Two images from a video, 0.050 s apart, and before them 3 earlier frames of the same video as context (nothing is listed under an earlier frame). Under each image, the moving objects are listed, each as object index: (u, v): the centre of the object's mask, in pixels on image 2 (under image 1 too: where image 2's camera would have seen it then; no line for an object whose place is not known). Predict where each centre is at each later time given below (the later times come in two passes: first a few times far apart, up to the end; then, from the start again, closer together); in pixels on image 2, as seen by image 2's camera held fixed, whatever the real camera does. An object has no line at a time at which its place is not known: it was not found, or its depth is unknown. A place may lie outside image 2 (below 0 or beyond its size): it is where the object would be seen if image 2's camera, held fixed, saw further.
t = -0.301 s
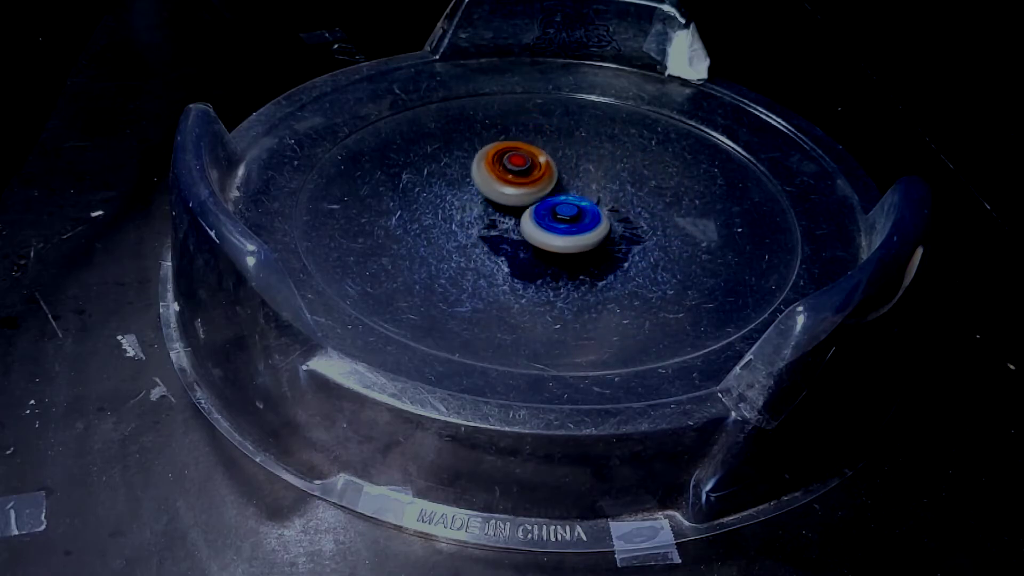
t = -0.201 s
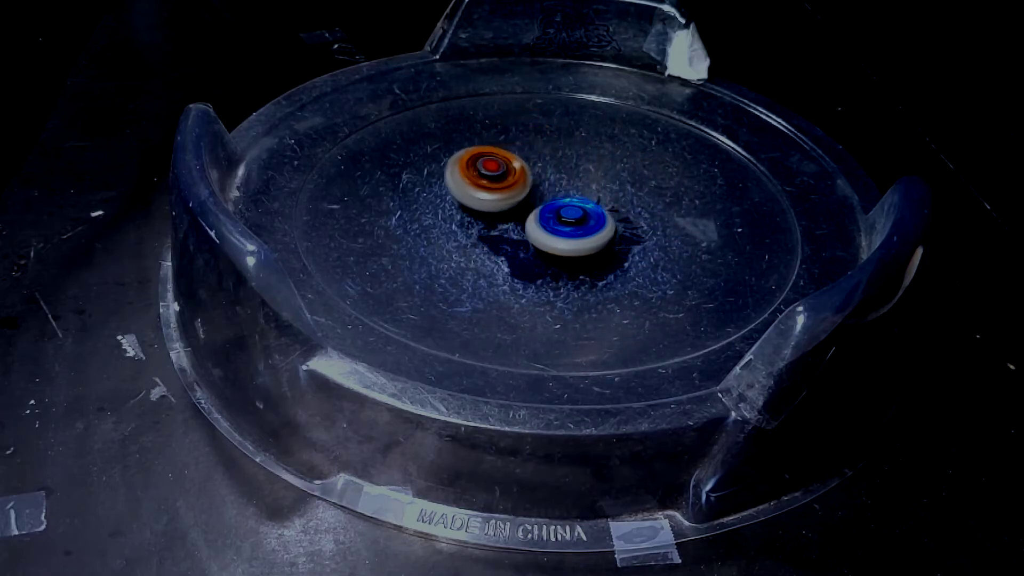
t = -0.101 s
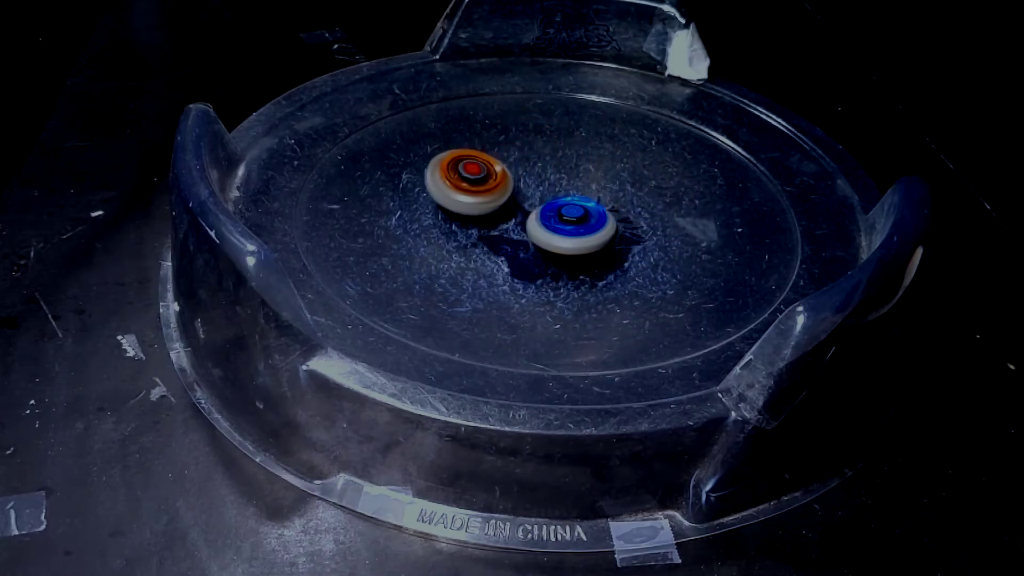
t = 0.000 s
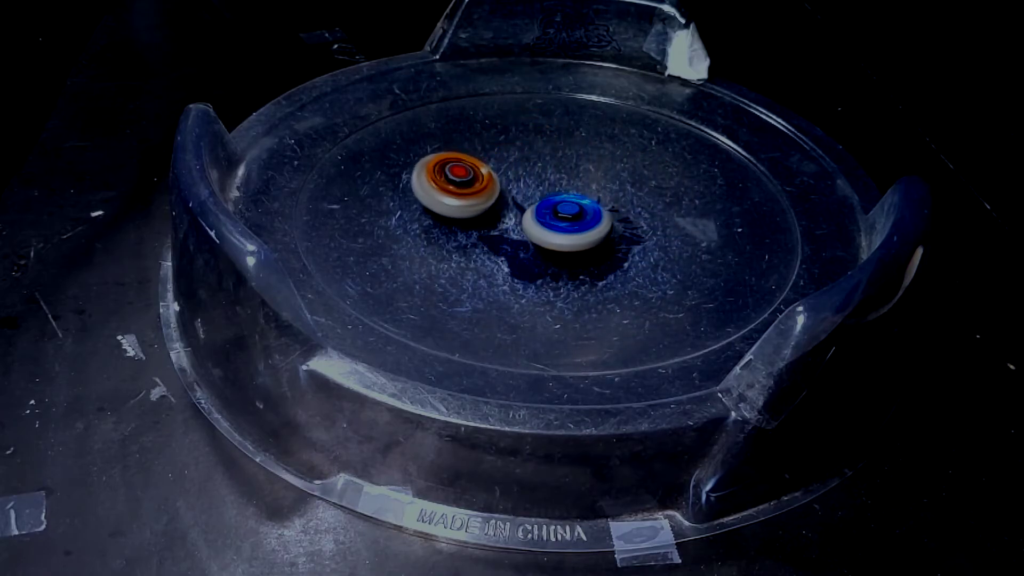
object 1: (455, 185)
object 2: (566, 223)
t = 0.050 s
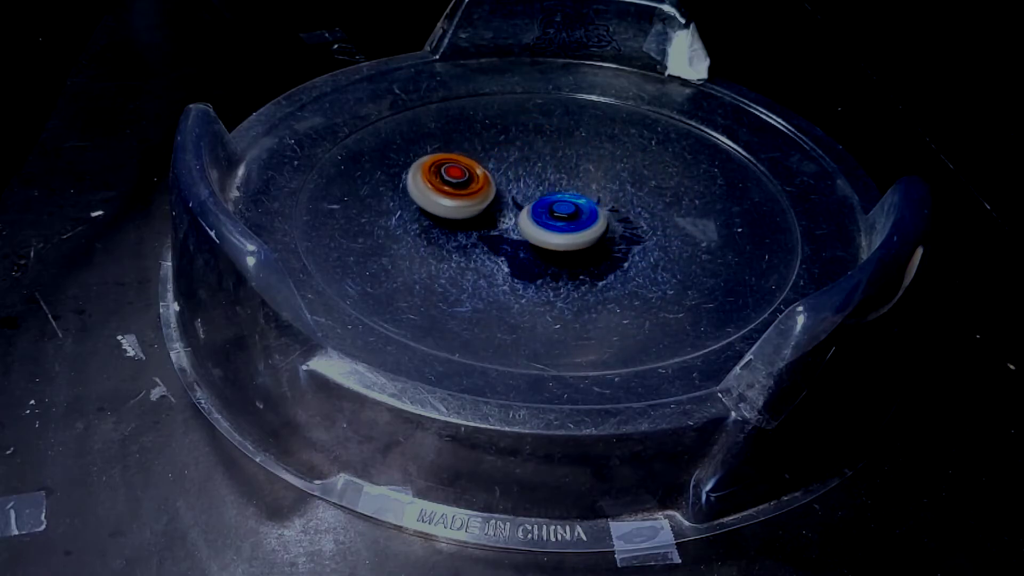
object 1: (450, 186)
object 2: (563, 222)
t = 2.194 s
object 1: (601, 261)
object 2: (488, 202)
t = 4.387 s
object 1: (458, 187)
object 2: (557, 222)
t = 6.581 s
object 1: (577, 239)
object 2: (494, 200)
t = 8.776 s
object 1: (470, 196)
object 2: (568, 227)
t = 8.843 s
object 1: (474, 203)
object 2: (568, 224)
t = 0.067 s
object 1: (449, 186)
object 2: (561, 222)
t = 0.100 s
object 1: (447, 187)
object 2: (559, 222)
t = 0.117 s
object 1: (446, 188)
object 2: (558, 222)
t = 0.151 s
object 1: (445, 189)
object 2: (556, 222)
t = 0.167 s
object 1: (445, 190)
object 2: (555, 221)
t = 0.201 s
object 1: (445, 192)
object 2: (553, 221)
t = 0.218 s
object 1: (445, 193)
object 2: (552, 221)
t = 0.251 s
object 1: (446, 194)
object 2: (550, 221)
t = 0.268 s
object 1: (447, 196)
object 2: (548, 222)
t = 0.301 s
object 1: (449, 198)
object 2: (546, 222)
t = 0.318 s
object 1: (449, 199)
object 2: (545, 222)
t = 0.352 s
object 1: (451, 202)
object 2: (543, 222)
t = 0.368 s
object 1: (452, 204)
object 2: (543, 222)
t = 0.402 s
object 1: (430, 200)
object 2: (566, 225)
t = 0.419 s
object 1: (420, 198)
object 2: (582, 227)
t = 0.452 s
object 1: (407, 195)
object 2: (603, 228)
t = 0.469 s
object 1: (403, 195)
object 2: (610, 228)
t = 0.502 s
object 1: (400, 194)
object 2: (617, 226)
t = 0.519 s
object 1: (399, 193)
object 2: (620, 225)
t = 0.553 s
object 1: (400, 193)
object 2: (620, 223)
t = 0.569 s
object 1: (401, 193)
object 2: (621, 221)
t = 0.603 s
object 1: (405, 193)
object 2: (620, 219)
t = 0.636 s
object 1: (410, 193)
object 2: (618, 215)
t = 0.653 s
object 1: (413, 194)
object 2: (616, 214)
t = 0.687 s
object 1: (421, 195)
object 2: (613, 212)
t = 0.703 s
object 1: (425, 196)
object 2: (612, 210)
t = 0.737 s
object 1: (434, 199)
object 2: (608, 208)
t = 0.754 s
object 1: (438, 200)
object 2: (606, 207)
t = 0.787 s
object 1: (447, 203)
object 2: (602, 205)
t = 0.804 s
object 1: (452, 205)
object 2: (600, 205)
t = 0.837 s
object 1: (461, 209)
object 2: (595, 203)
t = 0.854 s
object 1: (465, 211)
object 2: (593, 203)
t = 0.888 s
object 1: (474, 215)
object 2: (588, 202)
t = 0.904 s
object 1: (478, 217)
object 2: (585, 202)
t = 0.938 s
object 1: (486, 222)
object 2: (581, 201)
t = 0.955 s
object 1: (490, 224)
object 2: (578, 201)
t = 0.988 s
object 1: (498, 229)
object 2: (573, 201)
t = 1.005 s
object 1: (501, 231)
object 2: (570, 201)
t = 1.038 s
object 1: (506, 236)
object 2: (567, 199)
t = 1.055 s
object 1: (504, 240)
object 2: (569, 197)
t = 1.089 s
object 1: (504, 245)
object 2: (572, 194)
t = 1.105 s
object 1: (505, 247)
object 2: (571, 193)
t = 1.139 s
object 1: (507, 251)
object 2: (568, 192)
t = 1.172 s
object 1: (508, 254)
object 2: (565, 192)
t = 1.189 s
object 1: (509, 255)
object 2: (563, 192)
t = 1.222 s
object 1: (510, 257)
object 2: (559, 193)
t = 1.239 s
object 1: (512, 259)
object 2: (557, 193)
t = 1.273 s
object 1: (514, 260)
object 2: (553, 193)
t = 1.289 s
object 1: (515, 261)
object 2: (551, 193)
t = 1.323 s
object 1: (518, 262)
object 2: (548, 194)
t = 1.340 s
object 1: (519, 263)
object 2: (547, 194)
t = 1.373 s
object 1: (522, 264)
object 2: (544, 195)
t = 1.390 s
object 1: (524, 264)
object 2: (542, 196)
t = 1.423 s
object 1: (527, 264)
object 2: (539, 197)
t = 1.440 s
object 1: (528, 264)
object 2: (538, 198)
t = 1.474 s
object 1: (532, 264)
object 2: (535, 200)
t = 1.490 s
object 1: (534, 264)
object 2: (533, 201)
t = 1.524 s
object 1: (537, 264)
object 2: (531, 202)
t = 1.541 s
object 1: (539, 263)
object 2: (530, 203)
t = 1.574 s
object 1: (543, 263)
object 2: (528, 205)
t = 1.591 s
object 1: (545, 262)
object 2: (527, 205)
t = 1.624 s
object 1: (549, 261)
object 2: (525, 207)
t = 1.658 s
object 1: (553, 260)
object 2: (523, 209)
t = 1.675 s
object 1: (556, 260)
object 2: (523, 210)
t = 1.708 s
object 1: (560, 258)
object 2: (522, 211)
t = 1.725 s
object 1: (563, 258)
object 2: (522, 211)
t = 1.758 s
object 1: (580, 267)
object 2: (514, 200)
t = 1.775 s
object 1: (587, 270)
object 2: (511, 195)
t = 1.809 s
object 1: (597, 273)
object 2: (506, 190)
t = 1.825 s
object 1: (601, 274)
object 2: (504, 189)
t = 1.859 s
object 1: (605, 275)
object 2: (500, 188)
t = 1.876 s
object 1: (606, 275)
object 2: (498, 188)
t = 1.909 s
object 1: (606, 275)
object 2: (495, 189)
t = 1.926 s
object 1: (606, 276)
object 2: (493, 190)
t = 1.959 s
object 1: (606, 276)
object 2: (491, 191)
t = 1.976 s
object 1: (606, 276)
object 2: (490, 192)
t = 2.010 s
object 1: (606, 275)
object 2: (489, 194)
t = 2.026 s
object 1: (605, 275)
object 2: (489, 195)
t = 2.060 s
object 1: (605, 273)
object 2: (488, 196)
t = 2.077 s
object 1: (604, 272)
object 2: (488, 197)
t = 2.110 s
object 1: (603, 269)
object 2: (488, 199)
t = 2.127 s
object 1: (603, 268)
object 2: (488, 199)
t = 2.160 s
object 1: (602, 265)
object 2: (488, 201)
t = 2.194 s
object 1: (601, 261)
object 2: (488, 202)
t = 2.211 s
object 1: (600, 260)
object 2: (489, 203)
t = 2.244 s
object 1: (600, 256)
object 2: (490, 205)
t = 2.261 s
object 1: (600, 254)
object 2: (491, 207)
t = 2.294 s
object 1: (600, 249)
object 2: (494, 209)
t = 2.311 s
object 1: (600, 247)
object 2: (496, 210)
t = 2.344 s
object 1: (600, 243)
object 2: (500, 212)
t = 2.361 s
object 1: (601, 240)
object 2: (502, 213)
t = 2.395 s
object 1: (601, 235)
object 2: (506, 214)
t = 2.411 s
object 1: (602, 233)
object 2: (509, 215)
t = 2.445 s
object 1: (605, 228)
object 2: (511, 215)
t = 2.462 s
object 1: (609, 226)
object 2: (511, 214)
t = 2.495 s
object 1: (615, 222)
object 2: (511, 214)
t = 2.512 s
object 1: (617, 219)
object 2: (512, 213)
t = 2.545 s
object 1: (619, 215)
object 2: (514, 213)
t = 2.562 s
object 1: (620, 214)
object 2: (515, 213)
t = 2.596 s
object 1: (622, 210)
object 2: (518, 213)
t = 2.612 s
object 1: (623, 208)
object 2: (520, 213)
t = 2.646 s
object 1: (624, 205)
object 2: (523, 212)
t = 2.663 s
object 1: (625, 203)
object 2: (525, 212)
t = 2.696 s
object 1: (625, 200)
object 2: (529, 212)
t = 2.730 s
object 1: (626, 197)
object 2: (533, 211)
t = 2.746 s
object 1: (625, 196)
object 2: (534, 211)
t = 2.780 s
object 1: (625, 194)
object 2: (537, 209)
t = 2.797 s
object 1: (625, 193)
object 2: (538, 209)
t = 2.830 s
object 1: (627, 189)
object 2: (536, 209)
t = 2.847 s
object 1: (630, 187)
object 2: (533, 208)
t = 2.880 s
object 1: (633, 184)
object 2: (530, 208)
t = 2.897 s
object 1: (634, 183)
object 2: (529, 207)
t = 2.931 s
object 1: (634, 181)
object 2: (528, 206)
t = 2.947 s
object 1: (634, 181)
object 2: (527, 206)
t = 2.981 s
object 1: (633, 180)
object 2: (527, 205)
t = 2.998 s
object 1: (632, 179)
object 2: (526, 205)
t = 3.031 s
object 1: (630, 179)
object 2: (526, 205)
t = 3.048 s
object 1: (629, 179)
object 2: (525, 205)
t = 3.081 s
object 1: (626, 179)
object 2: (525, 205)
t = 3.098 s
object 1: (624, 179)
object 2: (524, 206)
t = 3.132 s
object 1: (620, 179)
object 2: (524, 206)
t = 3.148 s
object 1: (618, 178)
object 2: (523, 207)
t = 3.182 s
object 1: (613, 179)
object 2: (523, 208)
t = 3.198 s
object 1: (610, 179)
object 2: (524, 209)
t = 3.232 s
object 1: (604, 179)
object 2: (525, 210)
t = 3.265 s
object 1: (598, 179)
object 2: (526, 212)
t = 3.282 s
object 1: (597, 178)
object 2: (525, 213)
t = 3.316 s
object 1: (605, 170)
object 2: (508, 222)
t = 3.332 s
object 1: (607, 168)
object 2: (503, 225)
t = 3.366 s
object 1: (607, 165)
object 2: (498, 230)
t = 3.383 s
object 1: (607, 165)
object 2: (497, 231)
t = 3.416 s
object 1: (605, 165)
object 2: (497, 234)
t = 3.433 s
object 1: (604, 165)
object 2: (497, 235)
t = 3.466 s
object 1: (602, 166)
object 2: (500, 237)
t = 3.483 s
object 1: (601, 166)
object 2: (501, 239)
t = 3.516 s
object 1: (598, 168)
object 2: (504, 240)
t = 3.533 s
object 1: (596, 169)
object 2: (506, 241)
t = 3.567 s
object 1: (592, 171)
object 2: (510, 243)
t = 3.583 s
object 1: (590, 172)
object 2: (511, 243)
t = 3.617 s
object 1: (583, 173)
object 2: (514, 244)
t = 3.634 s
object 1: (580, 174)
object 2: (516, 244)
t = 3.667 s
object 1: (574, 176)
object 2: (519, 244)
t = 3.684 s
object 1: (571, 177)
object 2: (521, 244)
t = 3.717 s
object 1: (564, 179)
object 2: (523, 244)
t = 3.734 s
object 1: (560, 179)
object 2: (524, 244)
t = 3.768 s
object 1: (553, 181)
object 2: (527, 244)
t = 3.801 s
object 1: (546, 182)
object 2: (529, 243)
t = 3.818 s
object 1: (542, 182)
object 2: (530, 243)
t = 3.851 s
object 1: (535, 183)
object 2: (532, 242)
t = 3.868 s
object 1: (531, 184)
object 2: (534, 242)
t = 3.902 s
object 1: (524, 184)
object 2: (536, 241)
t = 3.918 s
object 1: (520, 184)
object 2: (538, 240)
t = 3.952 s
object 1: (512, 186)
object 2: (540, 239)
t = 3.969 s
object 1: (509, 186)
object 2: (541, 239)
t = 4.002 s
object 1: (503, 187)
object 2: (543, 237)
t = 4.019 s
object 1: (499, 188)
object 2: (545, 237)
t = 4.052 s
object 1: (492, 186)
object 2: (549, 239)
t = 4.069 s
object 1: (489, 185)
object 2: (551, 239)
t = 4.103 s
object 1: (482, 184)
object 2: (553, 238)
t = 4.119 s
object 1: (479, 183)
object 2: (554, 238)
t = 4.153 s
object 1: (475, 183)
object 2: (555, 236)
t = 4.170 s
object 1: (473, 183)
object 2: (556, 235)
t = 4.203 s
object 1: (469, 183)
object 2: (557, 234)
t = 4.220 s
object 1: (467, 183)
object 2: (557, 233)
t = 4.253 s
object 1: (464, 184)
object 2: (558, 231)
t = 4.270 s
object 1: (463, 184)
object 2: (558, 230)
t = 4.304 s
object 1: (461, 185)
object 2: (559, 227)
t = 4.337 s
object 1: (459, 185)
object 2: (558, 226)
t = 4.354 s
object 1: (459, 186)
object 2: (558, 224)
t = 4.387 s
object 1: (458, 187)
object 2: (557, 222)
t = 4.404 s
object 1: (458, 188)
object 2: (556, 221)
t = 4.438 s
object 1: (457, 189)
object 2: (554, 219)
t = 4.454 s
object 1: (457, 190)
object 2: (553, 218)
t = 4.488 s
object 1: (457, 191)
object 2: (551, 217)
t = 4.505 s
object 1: (458, 192)
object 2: (550, 216)
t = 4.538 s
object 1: (458, 194)
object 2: (547, 215)
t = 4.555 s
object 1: (452, 193)
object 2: (552, 215)
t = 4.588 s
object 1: (440, 191)
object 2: (565, 217)
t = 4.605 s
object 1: (437, 191)
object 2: (569, 217)
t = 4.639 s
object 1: (435, 192)
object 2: (573, 216)
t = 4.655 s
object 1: (435, 192)
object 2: (574, 216)
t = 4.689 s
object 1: (436, 193)
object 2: (575, 214)
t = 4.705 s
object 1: (436, 194)
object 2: (576, 214)
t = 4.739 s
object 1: (438, 195)
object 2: (576, 212)
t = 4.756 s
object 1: (438, 195)
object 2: (576, 211)
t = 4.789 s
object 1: (441, 197)
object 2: (576, 210)
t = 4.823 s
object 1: (444, 199)
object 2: (575, 209)
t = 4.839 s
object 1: (446, 200)
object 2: (575, 208)
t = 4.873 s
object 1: (450, 203)
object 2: (574, 207)
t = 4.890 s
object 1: (452, 204)
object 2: (574, 207)
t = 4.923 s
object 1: (457, 207)
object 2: (573, 206)
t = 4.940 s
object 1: (460, 208)
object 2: (572, 206)
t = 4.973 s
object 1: (465, 211)
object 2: (571, 205)
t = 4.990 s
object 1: (468, 212)
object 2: (570, 204)
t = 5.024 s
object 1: (474, 215)
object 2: (569, 204)
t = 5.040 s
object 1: (476, 217)
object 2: (568, 203)
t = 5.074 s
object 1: (483, 220)
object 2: (566, 203)
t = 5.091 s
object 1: (486, 222)
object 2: (566, 203)
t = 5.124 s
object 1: (487, 227)
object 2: (569, 201)
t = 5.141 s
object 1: (488, 229)
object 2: (570, 201)
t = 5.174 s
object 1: (491, 233)
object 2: (571, 200)
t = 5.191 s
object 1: (493, 235)
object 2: (572, 200)
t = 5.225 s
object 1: (497, 238)
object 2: (571, 199)
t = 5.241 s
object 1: (499, 239)
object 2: (571, 199)
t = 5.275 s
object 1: (503, 242)
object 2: (570, 199)
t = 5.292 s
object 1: (505, 243)
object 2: (570, 198)
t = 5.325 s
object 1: (509, 246)
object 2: (569, 198)
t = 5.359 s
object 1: (513, 249)
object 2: (567, 198)
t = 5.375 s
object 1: (516, 250)
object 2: (566, 199)
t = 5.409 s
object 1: (520, 252)
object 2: (564, 200)
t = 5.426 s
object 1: (523, 253)
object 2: (563, 200)
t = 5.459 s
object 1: (527, 255)
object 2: (561, 202)
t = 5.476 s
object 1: (530, 256)
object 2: (559, 203)
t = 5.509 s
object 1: (535, 258)
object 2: (558, 204)
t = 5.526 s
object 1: (537, 258)
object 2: (557, 205)
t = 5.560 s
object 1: (542, 260)
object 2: (555, 206)
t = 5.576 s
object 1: (544, 260)
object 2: (554, 207)
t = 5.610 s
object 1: (548, 261)
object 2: (553, 209)
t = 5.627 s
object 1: (550, 261)
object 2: (552, 210)
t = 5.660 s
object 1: (555, 262)
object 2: (551, 211)
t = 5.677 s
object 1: (557, 262)
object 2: (551, 212)
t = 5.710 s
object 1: (561, 265)
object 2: (550, 211)
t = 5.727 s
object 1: (563, 266)
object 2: (550, 211)
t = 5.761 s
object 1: (565, 267)
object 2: (549, 211)
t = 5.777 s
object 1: (566, 267)
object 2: (548, 212)
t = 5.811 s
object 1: (568, 267)
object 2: (547, 212)
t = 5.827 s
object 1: (569, 267)
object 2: (546, 213)
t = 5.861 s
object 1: (570, 267)
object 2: (544, 213)
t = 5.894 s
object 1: (571, 266)
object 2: (542, 215)
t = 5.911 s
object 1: (572, 265)
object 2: (541, 215)
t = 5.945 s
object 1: (573, 264)
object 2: (539, 216)
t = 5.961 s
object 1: (573, 264)
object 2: (539, 216)
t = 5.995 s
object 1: (586, 274)
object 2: (529, 205)
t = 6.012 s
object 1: (592, 279)
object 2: (524, 198)
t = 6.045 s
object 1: (599, 283)
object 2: (516, 188)
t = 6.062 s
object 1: (600, 284)
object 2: (513, 185)
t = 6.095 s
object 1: (601, 284)
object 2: (508, 182)
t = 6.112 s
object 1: (601, 284)
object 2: (505, 182)
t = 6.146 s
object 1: (600, 284)
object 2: (502, 182)
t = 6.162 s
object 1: (599, 284)
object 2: (500, 182)
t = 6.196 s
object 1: (597, 283)
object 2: (497, 183)
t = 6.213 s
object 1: (596, 283)
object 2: (495, 184)
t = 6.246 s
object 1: (594, 281)
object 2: (493, 185)
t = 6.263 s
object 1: (593, 279)
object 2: (492, 185)
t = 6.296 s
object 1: (590, 277)
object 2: (490, 186)
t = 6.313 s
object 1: (589, 275)
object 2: (489, 187)
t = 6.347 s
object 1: (587, 272)
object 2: (488, 188)
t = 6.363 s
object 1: (586, 270)
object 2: (488, 189)
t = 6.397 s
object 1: (583, 266)
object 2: (487, 190)
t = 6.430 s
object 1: (581, 262)
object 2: (487, 191)
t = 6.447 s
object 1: (580, 259)
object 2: (487, 192)
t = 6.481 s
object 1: (578, 255)
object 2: (488, 194)
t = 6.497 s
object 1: (578, 252)
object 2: (488, 195)
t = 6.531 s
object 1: (577, 247)
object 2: (490, 196)
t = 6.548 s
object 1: (577, 245)
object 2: (491, 197)
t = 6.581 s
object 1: (577, 239)
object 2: (494, 200)
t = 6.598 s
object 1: (576, 237)
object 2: (496, 200)
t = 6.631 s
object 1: (579, 232)
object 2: (498, 201)
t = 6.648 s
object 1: (583, 231)
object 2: (496, 200)
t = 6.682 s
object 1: (588, 227)
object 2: (497, 199)
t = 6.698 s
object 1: (590, 226)
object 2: (498, 200)
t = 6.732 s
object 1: (591, 222)
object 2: (500, 200)
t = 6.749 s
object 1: (591, 219)
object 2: (502, 201)
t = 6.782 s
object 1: (595, 216)
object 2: (503, 201)
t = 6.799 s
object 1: (598, 214)
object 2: (503, 201)
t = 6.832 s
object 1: (602, 210)
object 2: (505, 201)
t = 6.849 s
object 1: (604, 208)
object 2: (506, 202)
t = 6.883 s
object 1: (606, 204)
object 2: (509, 202)
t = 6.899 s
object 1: (607, 202)
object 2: (511, 202)
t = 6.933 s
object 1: (608, 199)
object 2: (514, 203)
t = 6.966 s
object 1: (609, 196)
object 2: (517, 203)
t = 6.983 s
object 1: (610, 194)
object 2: (519, 203)
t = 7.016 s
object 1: (609, 192)
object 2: (521, 203)
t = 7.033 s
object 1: (609, 190)
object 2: (522, 202)
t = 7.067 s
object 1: (612, 188)
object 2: (521, 202)
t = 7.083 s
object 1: (613, 186)
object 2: (521, 202)
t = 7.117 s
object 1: (613, 184)
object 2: (522, 202)
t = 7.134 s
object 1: (613, 183)
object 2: (522, 201)
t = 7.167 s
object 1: (612, 182)
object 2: (523, 201)
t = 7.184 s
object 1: (611, 181)
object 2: (523, 202)
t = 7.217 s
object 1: (609, 180)
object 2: (524, 202)
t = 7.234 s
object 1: (608, 179)
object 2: (524, 202)
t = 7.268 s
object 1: (605, 178)
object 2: (526, 202)
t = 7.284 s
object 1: (603, 177)
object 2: (526, 203)
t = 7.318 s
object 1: (610, 171)
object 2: (515, 207)
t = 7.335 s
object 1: (613, 169)
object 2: (512, 209)
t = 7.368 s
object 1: (616, 166)
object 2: (510, 211)
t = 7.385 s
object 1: (616, 166)
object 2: (509, 212)
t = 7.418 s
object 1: (615, 165)
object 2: (511, 214)
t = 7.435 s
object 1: (615, 165)
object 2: (511, 215)
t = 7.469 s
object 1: (613, 165)
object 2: (513, 217)
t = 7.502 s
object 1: (610, 166)
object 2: (515, 219)
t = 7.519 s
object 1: (608, 167)
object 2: (516, 220)
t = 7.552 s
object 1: (605, 168)
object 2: (518, 221)
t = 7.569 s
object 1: (603, 169)
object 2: (519, 222)
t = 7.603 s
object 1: (598, 171)
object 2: (520, 223)
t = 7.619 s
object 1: (595, 172)
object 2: (521, 224)
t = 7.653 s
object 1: (589, 174)
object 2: (523, 225)
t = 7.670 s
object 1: (586, 175)
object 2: (524, 225)
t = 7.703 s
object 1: (580, 176)
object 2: (526, 226)
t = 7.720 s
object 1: (576, 177)
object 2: (527, 226)
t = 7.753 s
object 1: (569, 178)
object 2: (529, 227)
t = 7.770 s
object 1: (566, 178)
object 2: (530, 227)
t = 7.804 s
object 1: (561, 176)
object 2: (528, 232)
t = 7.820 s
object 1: (558, 176)
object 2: (528, 234)
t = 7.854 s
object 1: (553, 175)
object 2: (529, 236)
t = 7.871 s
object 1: (551, 175)
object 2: (530, 237)
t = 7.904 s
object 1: (546, 175)
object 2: (530, 238)
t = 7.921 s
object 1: (543, 175)
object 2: (531, 238)
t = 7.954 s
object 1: (538, 177)
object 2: (533, 239)
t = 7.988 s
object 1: (532, 178)
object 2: (535, 239)
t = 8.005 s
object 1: (529, 178)
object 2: (535, 239)
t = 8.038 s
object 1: (523, 180)
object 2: (537, 239)
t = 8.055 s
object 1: (521, 180)
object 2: (538, 239)
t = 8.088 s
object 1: (514, 182)
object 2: (539, 239)
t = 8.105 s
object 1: (512, 183)
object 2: (540, 239)
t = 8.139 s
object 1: (506, 185)
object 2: (541, 239)
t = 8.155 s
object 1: (503, 185)
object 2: (542, 239)
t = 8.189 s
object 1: (499, 187)
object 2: (543, 238)
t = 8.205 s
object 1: (497, 188)
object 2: (544, 238)
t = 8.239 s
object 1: (493, 189)
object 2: (544, 237)
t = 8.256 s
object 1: (491, 190)
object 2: (544, 237)
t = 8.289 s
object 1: (486, 191)
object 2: (544, 236)
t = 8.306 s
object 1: (484, 191)
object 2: (544, 235)
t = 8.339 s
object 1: (478, 192)
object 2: (546, 236)
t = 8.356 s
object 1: (472, 188)
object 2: (552, 238)
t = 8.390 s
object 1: (463, 184)
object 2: (559, 241)
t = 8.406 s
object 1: (461, 183)
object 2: (560, 241)
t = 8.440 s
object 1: (457, 183)
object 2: (563, 241)
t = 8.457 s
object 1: (457, 182)
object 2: (564, 241)
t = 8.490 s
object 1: (456, 182)
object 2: (566, 241)
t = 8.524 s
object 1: (455, 182)
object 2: (567, 240)
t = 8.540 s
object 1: (455, 182)
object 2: (568, 239)
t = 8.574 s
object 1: (456, 183)
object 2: (569, 238)
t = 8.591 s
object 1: (456, 184)
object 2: (569, 237)
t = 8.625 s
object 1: (458, 185)
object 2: (570, 235)
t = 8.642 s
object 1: (459, 186)
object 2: (570, 234)
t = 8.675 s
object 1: (461, 188)
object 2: (570, 232)
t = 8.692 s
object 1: (462, 189)
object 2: (570, 231)
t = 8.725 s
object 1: (465, 191)
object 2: (569, 229)
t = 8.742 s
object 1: (467, 193)
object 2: (569, 228)
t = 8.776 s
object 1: (470, 196)
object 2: (568, 227)
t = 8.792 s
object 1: (471, 198)
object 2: (567, 226)
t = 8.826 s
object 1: (476, 202)
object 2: (566, 224)
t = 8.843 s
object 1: (474, 203)
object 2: (568, 224)
